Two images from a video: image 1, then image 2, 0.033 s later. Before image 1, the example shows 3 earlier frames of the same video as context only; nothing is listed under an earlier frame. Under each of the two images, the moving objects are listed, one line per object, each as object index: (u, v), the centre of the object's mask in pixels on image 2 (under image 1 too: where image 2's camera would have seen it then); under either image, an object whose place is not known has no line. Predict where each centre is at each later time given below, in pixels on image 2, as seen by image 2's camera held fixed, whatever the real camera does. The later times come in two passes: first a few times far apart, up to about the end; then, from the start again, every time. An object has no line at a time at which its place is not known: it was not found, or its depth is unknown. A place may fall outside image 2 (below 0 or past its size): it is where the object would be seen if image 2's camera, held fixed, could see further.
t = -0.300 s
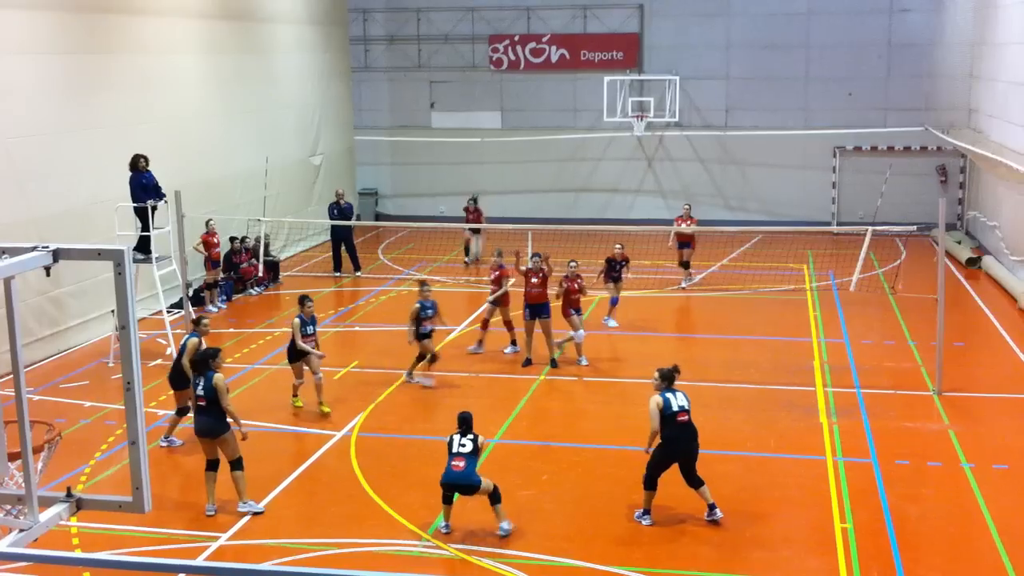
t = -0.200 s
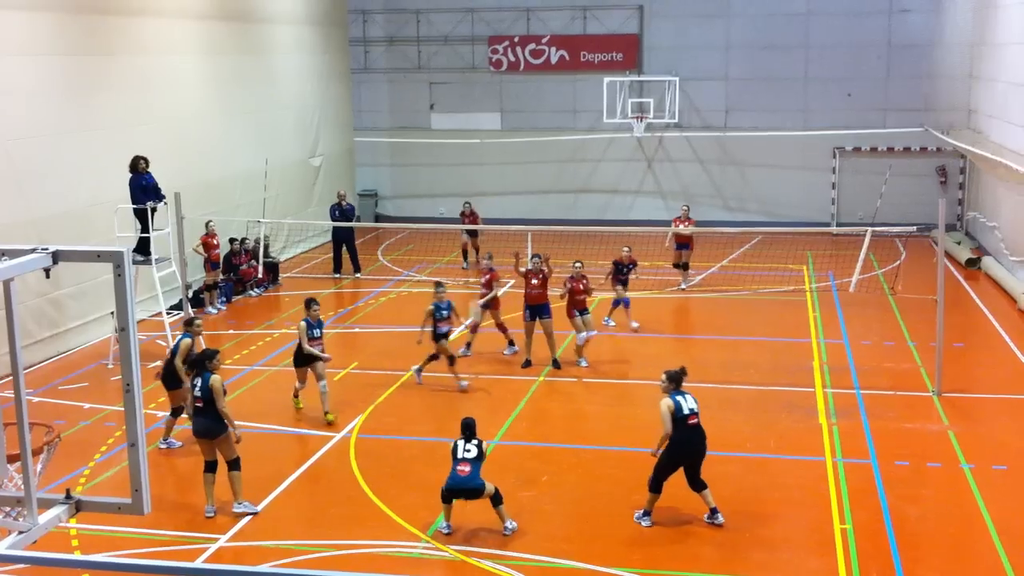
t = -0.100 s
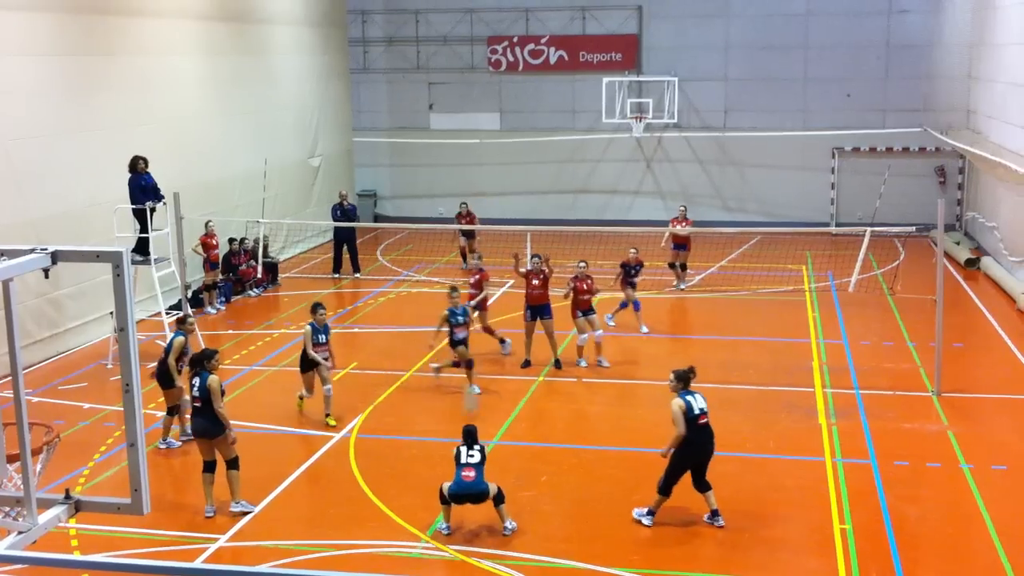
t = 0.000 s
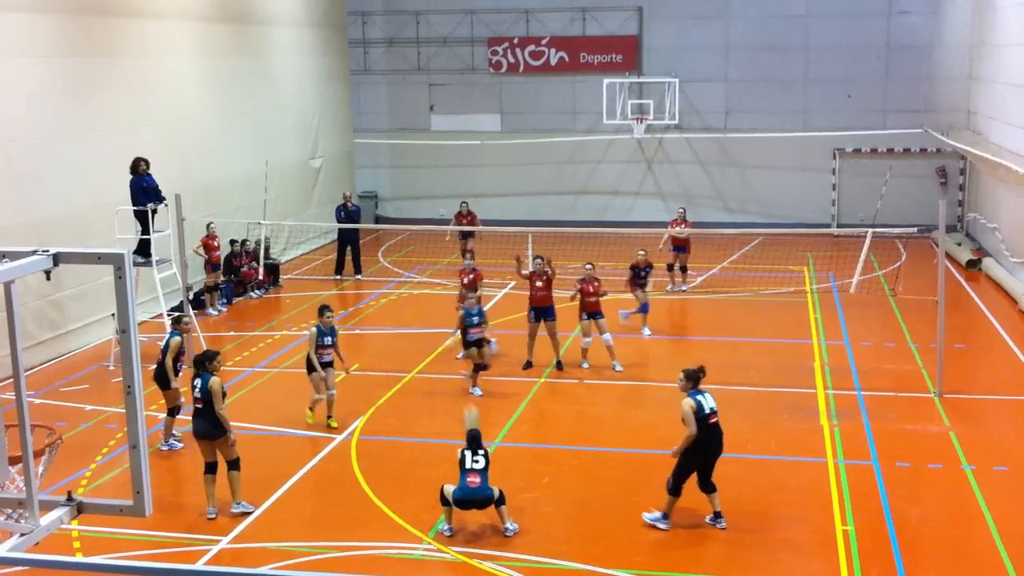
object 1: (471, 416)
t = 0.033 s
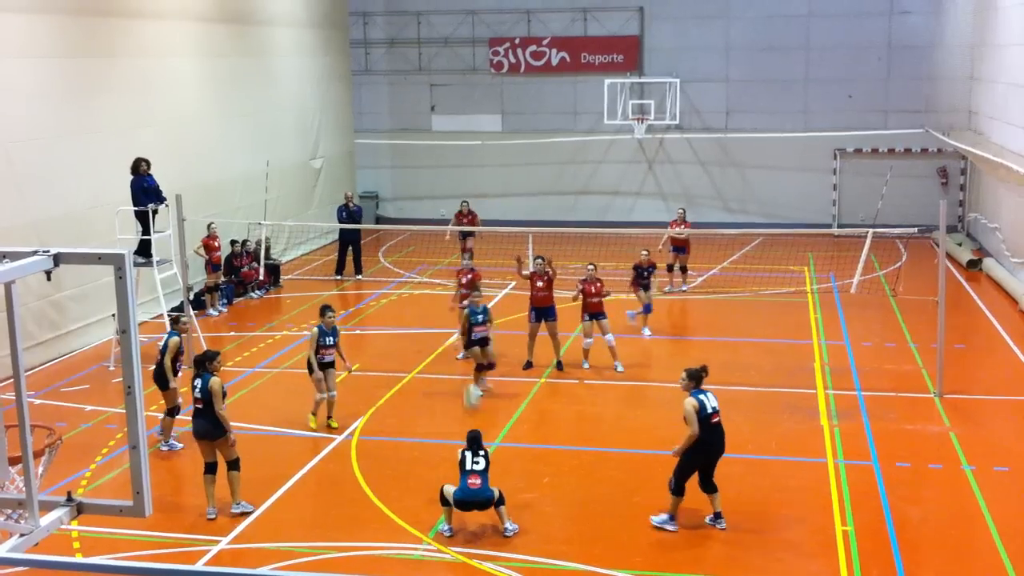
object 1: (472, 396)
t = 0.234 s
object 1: (473, 279)
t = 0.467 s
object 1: (476, 194)
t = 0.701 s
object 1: (478, 160)
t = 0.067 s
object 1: (472, 373)
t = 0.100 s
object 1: (470, 352)
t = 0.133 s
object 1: (470, 332)
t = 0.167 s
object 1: (472, 312)
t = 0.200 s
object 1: (471, 296)
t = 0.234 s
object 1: (473, 279)
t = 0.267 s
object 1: (473, 263)
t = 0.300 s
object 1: (475, 245)
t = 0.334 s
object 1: (475, 233)
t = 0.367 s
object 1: (475, 222)
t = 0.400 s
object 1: (477, 210)
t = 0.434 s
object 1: (476, 203)
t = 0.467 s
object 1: (476, 194)
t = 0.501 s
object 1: (476, 187)
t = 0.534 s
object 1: (476, 179)
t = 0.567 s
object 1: (477, 174)
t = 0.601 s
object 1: (477, 169)
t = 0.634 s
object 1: (478, 165)
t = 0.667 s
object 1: (478, 162)
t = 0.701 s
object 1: (478, 160)
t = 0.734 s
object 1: (478, 159)
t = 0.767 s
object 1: (479, 159)
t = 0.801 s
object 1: (479, 160)
